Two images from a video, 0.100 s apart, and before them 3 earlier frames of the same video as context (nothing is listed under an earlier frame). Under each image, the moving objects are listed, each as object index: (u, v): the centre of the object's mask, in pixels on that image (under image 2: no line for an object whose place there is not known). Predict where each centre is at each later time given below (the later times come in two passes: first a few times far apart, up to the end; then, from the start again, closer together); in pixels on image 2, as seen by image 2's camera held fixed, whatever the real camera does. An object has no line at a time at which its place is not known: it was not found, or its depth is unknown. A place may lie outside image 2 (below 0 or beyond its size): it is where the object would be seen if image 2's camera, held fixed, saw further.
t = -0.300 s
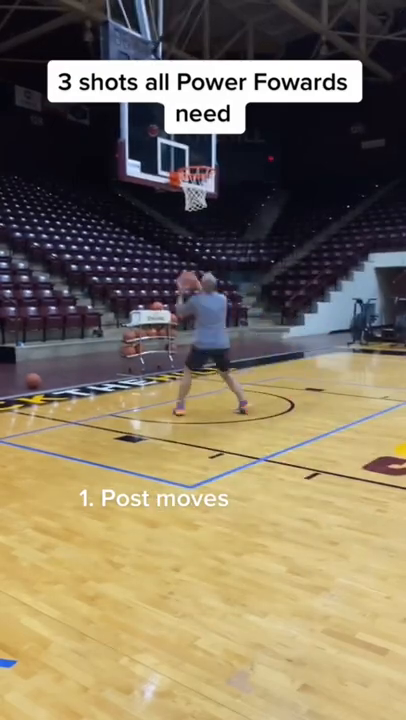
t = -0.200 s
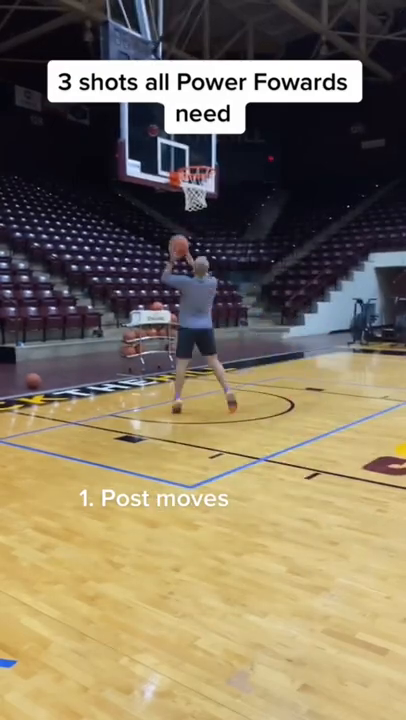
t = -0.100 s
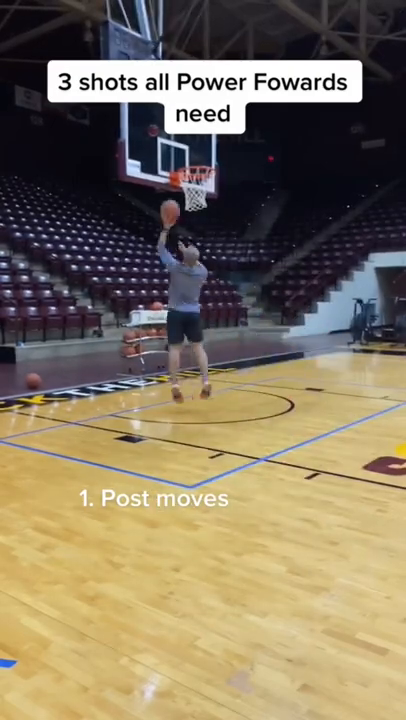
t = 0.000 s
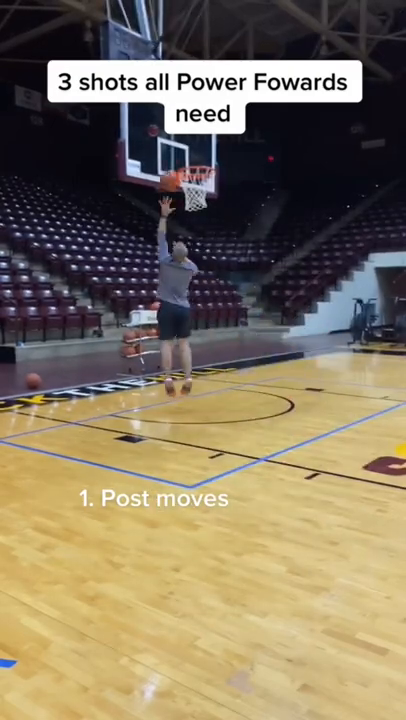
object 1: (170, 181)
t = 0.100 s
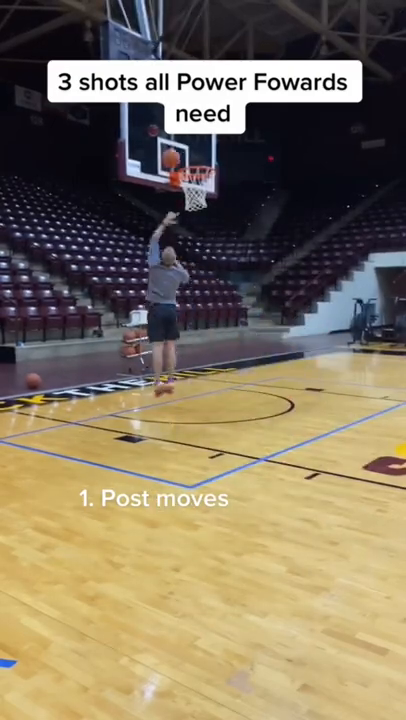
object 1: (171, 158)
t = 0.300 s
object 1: (172, 143)
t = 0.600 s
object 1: (197, 167)
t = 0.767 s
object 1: (205, 213)
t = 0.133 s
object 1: (170, 154)
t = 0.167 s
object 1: (171, 150)
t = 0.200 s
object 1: (171, 146)
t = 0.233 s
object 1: (172, 144)
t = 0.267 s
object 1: (172, 143)
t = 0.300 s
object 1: (172, 143)
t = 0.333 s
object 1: (174, 143)
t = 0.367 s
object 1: (177, 143)
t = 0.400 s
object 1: (181, 145)
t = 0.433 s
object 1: (183, 147)
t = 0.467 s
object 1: (185, 151)
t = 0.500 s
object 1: (188, 155)
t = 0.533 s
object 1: (190, 158)
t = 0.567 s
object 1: (193, 162)
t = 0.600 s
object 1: (197, 167)
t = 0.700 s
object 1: (204, 199)
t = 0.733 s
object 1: (205, 206)
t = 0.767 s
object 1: (205, 213)
